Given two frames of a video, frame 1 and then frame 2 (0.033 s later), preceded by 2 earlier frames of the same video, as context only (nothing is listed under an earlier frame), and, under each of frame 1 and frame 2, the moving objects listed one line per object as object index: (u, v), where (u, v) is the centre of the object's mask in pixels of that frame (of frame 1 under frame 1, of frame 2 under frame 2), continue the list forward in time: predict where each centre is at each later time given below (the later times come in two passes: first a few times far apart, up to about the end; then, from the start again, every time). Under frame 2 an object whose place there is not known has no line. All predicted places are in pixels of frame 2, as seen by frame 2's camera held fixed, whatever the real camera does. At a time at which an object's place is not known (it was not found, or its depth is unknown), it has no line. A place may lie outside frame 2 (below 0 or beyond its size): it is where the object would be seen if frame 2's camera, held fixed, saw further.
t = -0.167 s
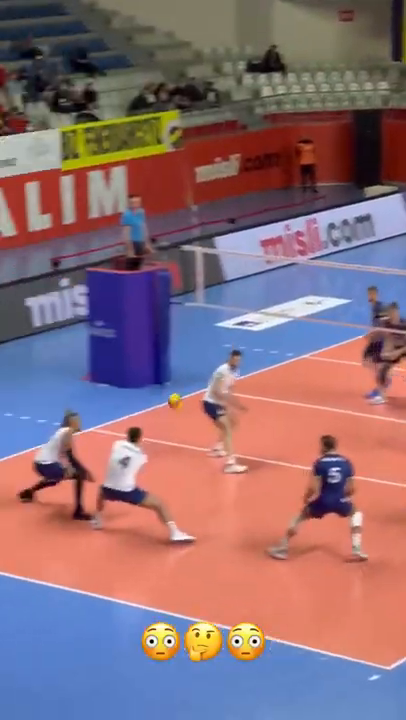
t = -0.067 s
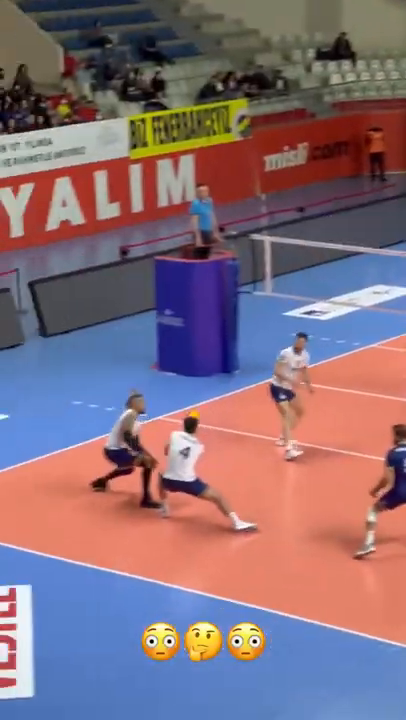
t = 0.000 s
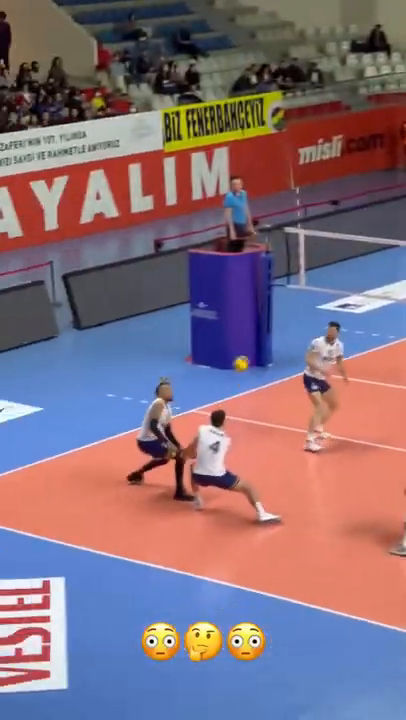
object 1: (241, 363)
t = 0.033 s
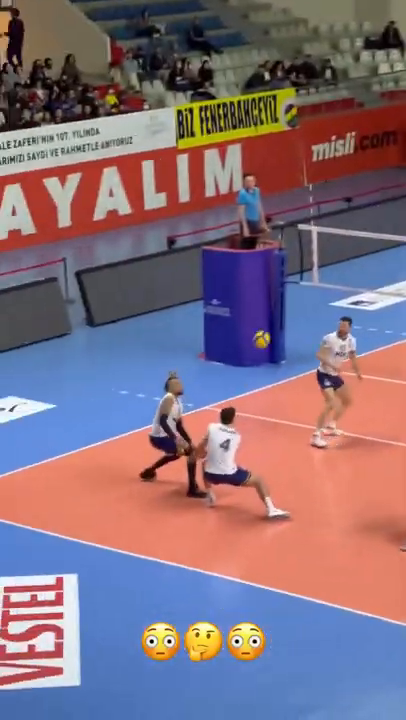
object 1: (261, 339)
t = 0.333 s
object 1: (327, 179)
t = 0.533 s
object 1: (369, 112)
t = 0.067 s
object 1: (270, 318)
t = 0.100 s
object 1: (276, 298)
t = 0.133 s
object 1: (284, 279)
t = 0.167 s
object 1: (292, 259)
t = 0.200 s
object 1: (297, 242)
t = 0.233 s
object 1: (304, 226)
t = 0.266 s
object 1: (311, 210)
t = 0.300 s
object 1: (319, 193)
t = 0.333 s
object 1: (327, 179)
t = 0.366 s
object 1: (335, 166)
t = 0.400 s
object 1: (342, 153)
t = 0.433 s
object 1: (350, 141)
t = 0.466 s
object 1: (356, 130)
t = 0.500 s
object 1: (362, 121)
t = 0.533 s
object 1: (369, 112)
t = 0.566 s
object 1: (375, 104)
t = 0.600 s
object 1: (381, 97)
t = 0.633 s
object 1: (387, 90)
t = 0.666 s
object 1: (394, 85)
